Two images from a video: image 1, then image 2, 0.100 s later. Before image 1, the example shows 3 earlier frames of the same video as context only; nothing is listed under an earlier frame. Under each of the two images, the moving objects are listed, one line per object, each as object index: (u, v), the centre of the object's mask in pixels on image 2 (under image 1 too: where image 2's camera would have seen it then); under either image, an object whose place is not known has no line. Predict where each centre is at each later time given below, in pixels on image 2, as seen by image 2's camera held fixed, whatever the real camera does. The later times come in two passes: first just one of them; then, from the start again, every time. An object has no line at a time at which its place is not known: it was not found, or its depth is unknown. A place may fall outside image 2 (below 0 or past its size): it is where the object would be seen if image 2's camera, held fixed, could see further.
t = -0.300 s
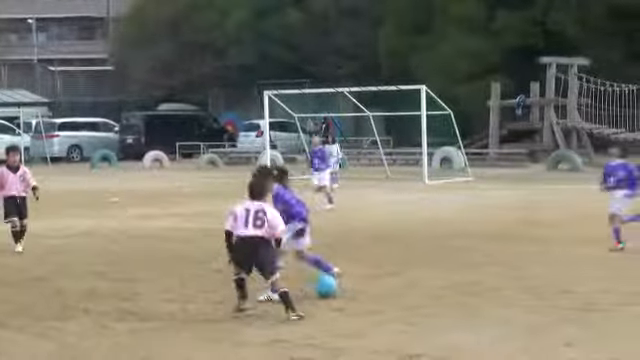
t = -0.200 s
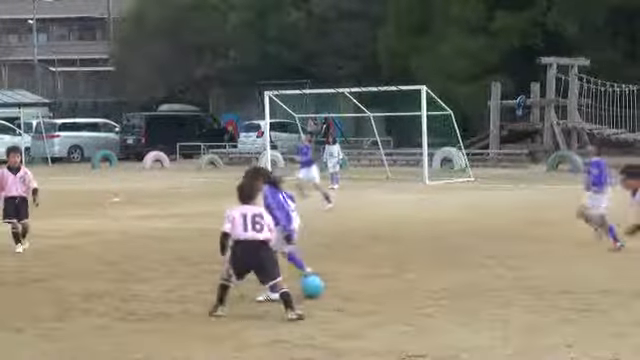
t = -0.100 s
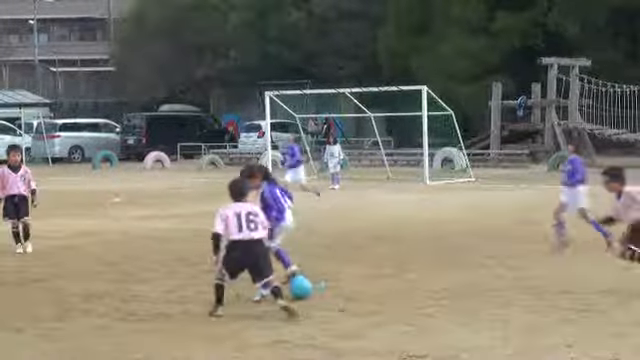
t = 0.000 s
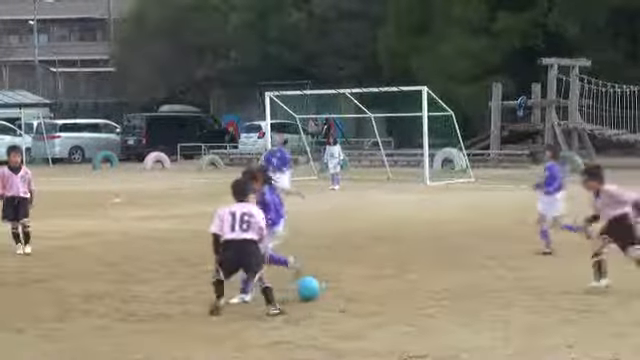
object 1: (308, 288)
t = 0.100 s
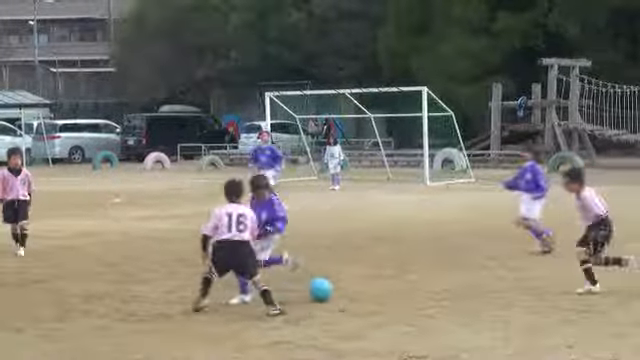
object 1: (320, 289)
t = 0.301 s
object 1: (344, 289)
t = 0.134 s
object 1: (323, 289)
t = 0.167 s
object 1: (328, 290)
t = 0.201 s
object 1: (332, 288)
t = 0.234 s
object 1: (335, 289)
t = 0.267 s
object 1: (338, 287)
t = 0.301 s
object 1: (344, 289)
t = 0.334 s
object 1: (347, 289)
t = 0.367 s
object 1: (350, 290)
